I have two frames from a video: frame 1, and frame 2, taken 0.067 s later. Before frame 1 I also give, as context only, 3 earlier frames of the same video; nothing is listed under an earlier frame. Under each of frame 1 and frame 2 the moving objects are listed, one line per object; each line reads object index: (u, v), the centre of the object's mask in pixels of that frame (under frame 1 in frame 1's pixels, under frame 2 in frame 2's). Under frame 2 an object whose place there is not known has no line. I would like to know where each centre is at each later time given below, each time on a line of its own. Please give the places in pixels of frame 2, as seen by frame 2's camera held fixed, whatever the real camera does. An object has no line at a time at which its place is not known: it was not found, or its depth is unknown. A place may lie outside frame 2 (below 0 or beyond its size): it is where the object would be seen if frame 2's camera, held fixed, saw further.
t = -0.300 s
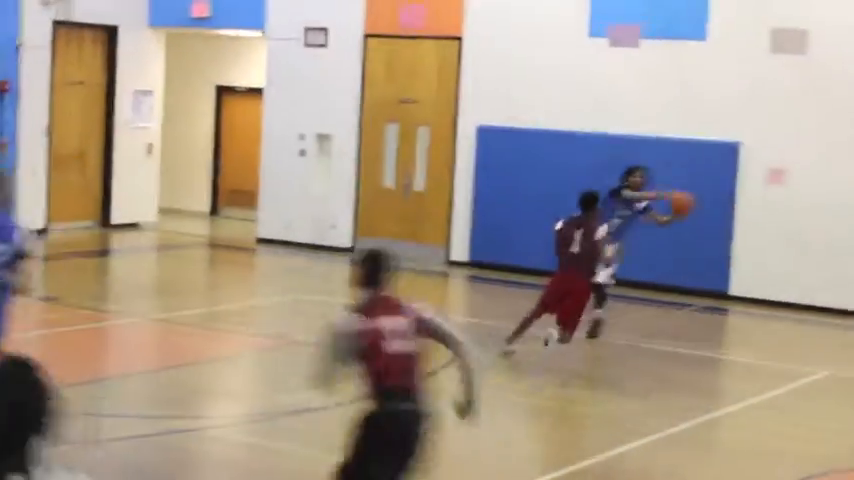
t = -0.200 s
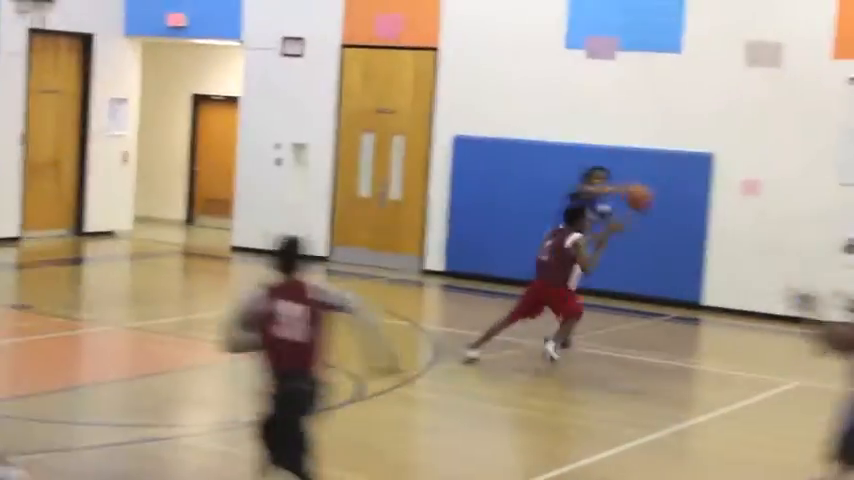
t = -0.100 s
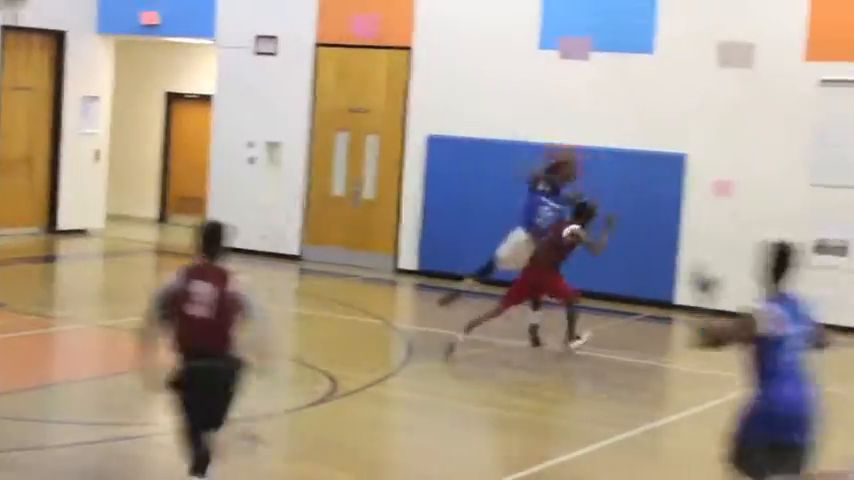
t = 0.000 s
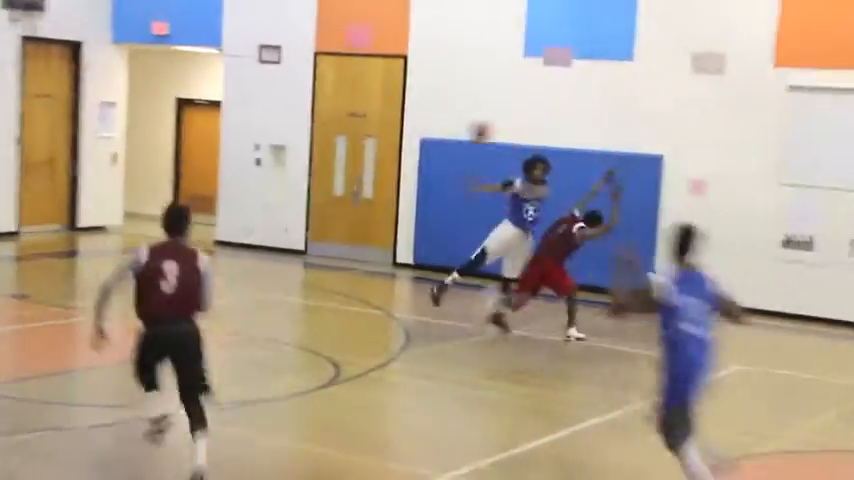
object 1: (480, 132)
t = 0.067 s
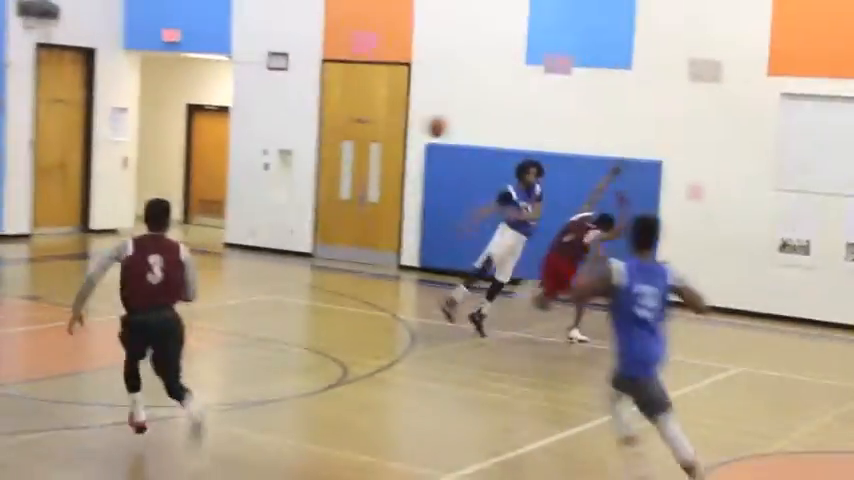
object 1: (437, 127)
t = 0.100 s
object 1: (414, 123)
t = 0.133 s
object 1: (388, 122)
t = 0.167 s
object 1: (363, 121)
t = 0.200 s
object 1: (340, 121)
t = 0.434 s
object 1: (177, 149)
